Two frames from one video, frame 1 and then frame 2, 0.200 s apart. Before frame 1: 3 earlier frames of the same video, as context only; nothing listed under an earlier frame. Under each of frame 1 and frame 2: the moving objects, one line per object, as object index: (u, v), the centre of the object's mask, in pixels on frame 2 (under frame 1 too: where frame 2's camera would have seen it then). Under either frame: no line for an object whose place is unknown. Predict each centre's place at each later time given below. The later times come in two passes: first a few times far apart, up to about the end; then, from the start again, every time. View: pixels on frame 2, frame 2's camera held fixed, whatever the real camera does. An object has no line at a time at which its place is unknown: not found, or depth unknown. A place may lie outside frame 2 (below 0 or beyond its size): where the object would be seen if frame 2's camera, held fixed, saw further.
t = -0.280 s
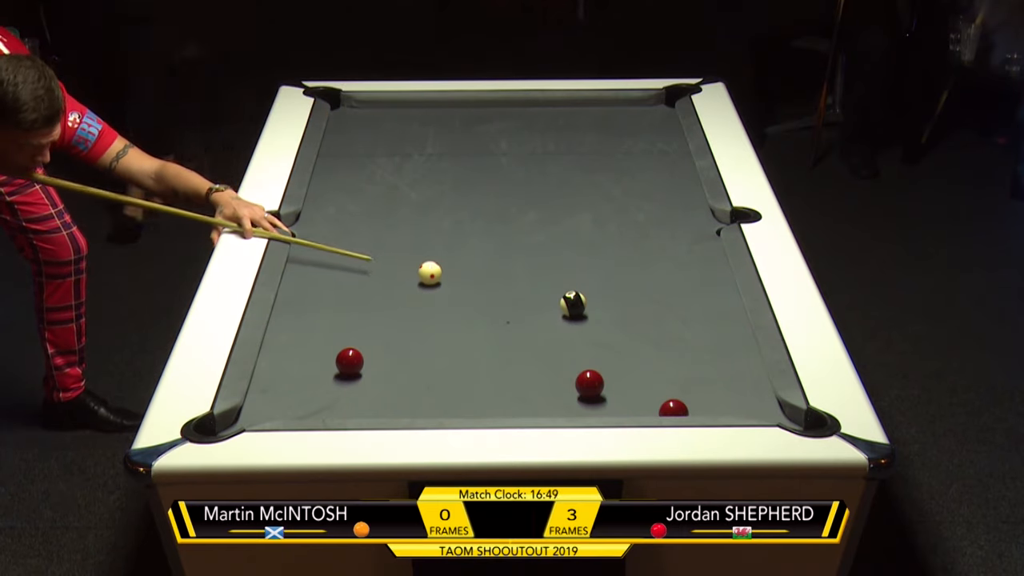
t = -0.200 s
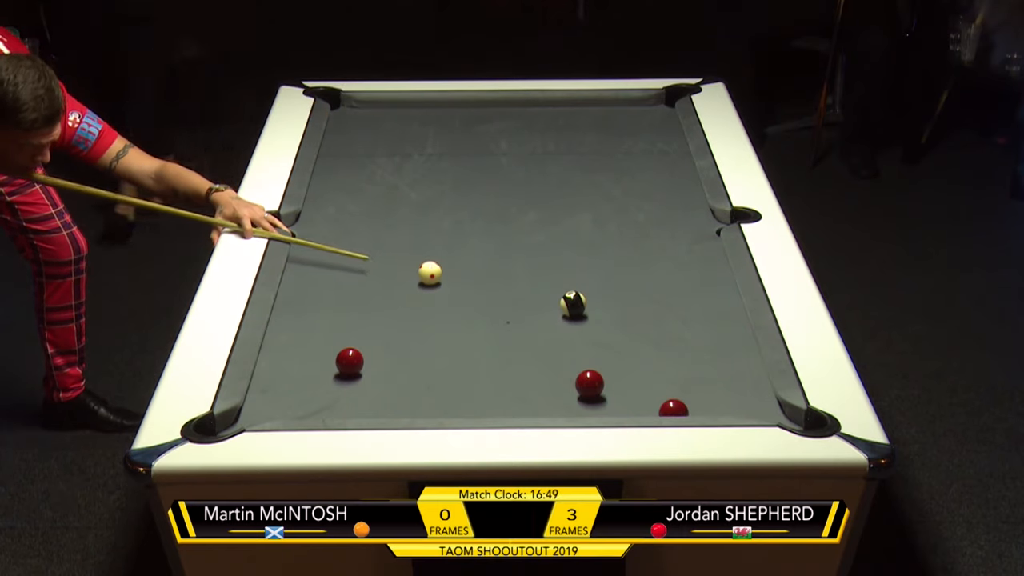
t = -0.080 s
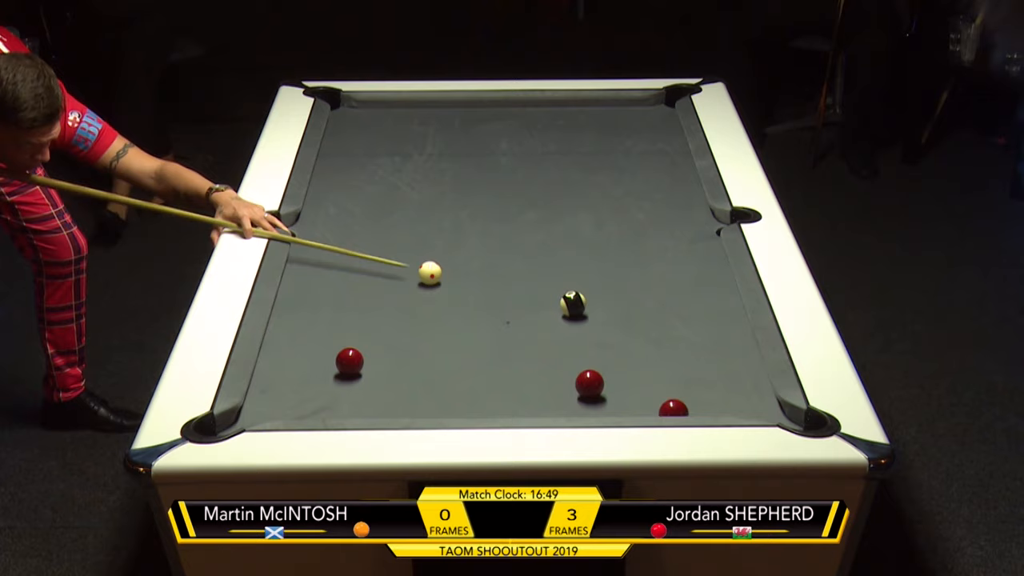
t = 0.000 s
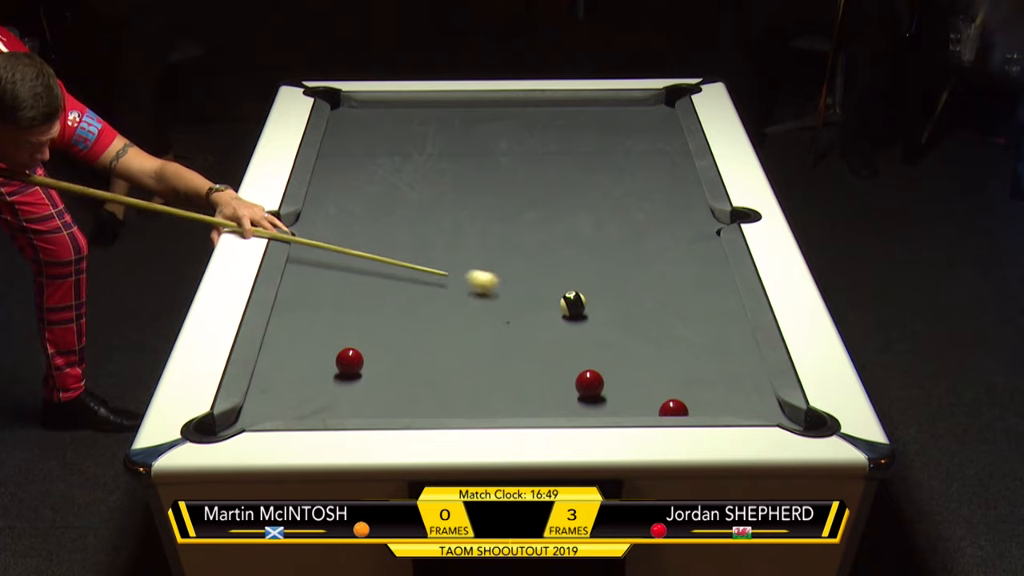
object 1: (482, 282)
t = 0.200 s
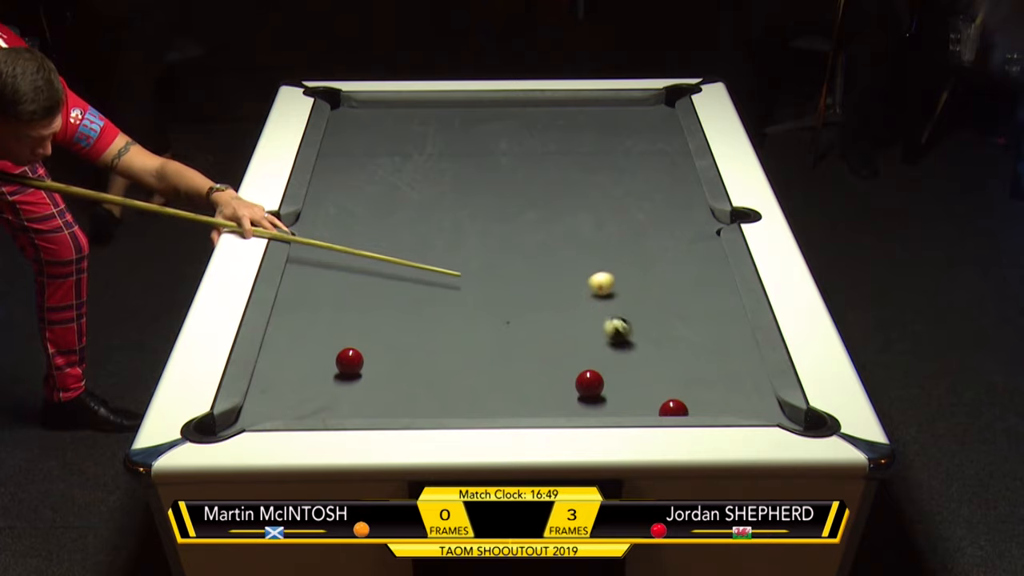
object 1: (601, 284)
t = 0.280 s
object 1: (630, 278)
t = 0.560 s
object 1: (707, 257)
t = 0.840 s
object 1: (642, 238)
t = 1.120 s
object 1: (587, 221)
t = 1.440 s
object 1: (531, 204)
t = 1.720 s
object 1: (486, 190)
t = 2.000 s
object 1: (447, 177)
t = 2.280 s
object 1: (411, 166)
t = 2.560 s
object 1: (379, 156)
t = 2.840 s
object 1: (351, 147)
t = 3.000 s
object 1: (337, 142)
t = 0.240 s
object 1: (616, 280)
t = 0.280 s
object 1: (630, 278)
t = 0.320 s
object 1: (645, 275)
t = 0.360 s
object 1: (659, 272)
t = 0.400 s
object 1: (673, 269)
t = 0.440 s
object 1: (687, 266)
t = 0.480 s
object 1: (700, 263)
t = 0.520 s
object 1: (714, 260)
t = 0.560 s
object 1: (707, 257)
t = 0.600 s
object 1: (696, 255)
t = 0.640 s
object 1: (686, 252)
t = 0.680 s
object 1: (677, 249)
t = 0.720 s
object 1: (668, 246)
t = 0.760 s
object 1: (660, 244)
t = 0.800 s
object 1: (651, 241)
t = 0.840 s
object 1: (642, 238)
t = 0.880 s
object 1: (634, 236)
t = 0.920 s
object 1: (626, 234)
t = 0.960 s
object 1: (618, 231)
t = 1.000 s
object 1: (610, 228)
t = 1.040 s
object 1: (602, 226)
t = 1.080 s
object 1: (594, 224)
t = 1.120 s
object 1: (587, 221)
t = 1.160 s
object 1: (579, 219)
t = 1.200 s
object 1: (572, 217)
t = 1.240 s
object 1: (565, 214)
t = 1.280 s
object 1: (558, 212)
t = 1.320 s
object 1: (551, 210)
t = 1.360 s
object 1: (544, 208)
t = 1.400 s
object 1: (537, 206)
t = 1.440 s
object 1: (531, 204)
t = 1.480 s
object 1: (524, 202)
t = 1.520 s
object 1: (517, 200)
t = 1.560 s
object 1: (511, 198)
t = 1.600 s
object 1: (505, 196)
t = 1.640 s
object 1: (499, 194)
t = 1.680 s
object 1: (492, 192)
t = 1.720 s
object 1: (486, 190)
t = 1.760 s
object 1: (481, 188)
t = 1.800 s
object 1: (474, 186)
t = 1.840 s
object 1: (469, 184)
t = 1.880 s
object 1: (463, 183)
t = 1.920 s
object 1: (457, 181)
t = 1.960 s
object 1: (452, 179)
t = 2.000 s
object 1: (447, 177)
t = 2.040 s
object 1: (441, 176)
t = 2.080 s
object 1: (436, 174)
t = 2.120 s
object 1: (431, 172)
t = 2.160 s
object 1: (426, 171)
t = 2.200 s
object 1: (421, 169)
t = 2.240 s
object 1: (416, 168)
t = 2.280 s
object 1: (411, 166)
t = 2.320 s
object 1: (406, 165)
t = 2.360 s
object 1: (401, 163)
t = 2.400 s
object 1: (397, 162)
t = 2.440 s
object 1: (393, 160)
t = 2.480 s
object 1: (388, 159)
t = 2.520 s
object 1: (384, 157)
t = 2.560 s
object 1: (379, 156)
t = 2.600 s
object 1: (375, 155)
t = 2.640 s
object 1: (371, 154)
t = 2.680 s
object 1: (367, 152)
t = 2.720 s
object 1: (363, 151)
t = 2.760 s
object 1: (359, 150)
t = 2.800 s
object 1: (355, 148)
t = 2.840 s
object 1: (351, 147)
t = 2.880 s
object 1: (348, 146)
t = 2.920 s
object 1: (344, 145)
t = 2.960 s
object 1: (340, 144)
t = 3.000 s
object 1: (337, 142)
